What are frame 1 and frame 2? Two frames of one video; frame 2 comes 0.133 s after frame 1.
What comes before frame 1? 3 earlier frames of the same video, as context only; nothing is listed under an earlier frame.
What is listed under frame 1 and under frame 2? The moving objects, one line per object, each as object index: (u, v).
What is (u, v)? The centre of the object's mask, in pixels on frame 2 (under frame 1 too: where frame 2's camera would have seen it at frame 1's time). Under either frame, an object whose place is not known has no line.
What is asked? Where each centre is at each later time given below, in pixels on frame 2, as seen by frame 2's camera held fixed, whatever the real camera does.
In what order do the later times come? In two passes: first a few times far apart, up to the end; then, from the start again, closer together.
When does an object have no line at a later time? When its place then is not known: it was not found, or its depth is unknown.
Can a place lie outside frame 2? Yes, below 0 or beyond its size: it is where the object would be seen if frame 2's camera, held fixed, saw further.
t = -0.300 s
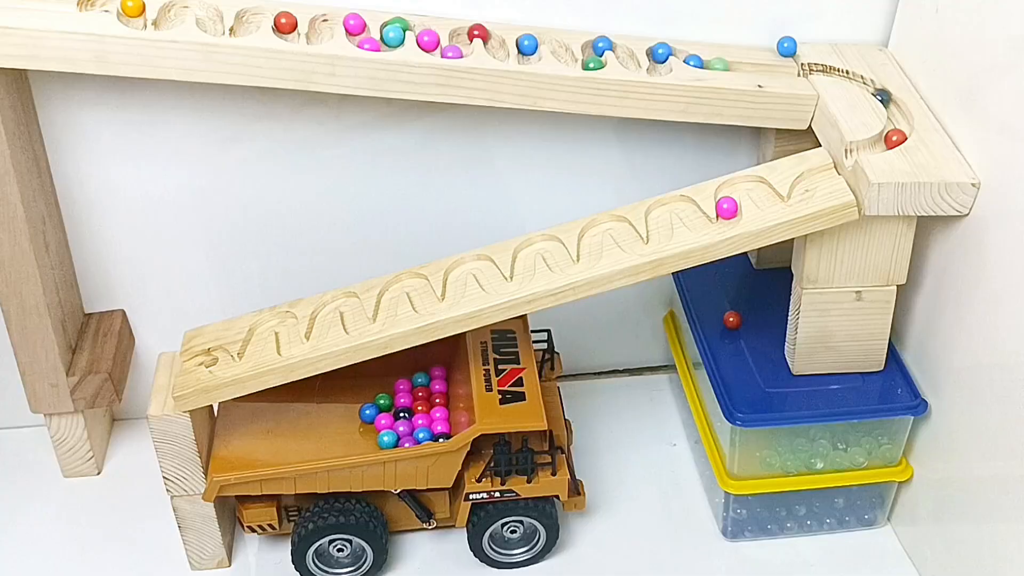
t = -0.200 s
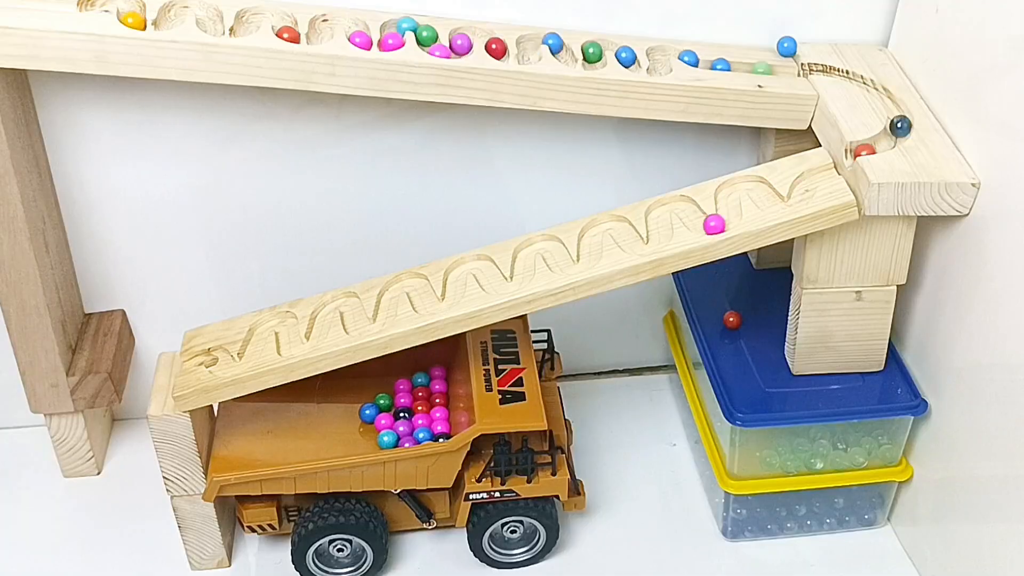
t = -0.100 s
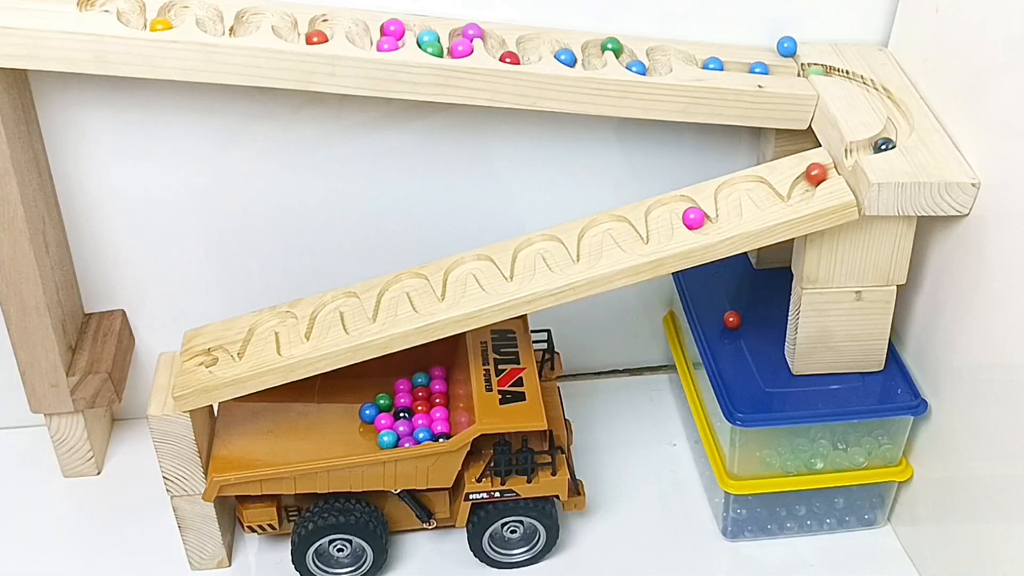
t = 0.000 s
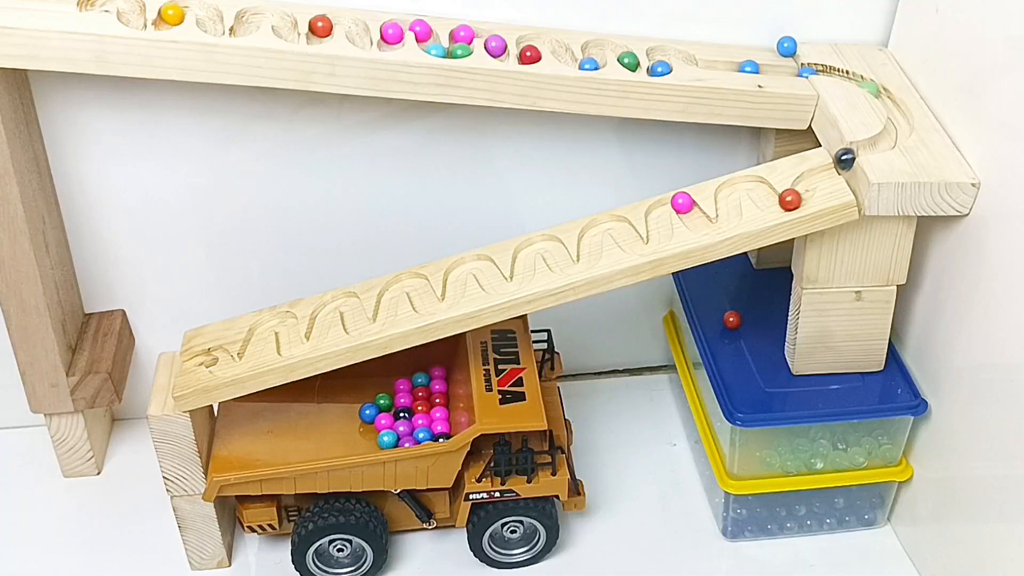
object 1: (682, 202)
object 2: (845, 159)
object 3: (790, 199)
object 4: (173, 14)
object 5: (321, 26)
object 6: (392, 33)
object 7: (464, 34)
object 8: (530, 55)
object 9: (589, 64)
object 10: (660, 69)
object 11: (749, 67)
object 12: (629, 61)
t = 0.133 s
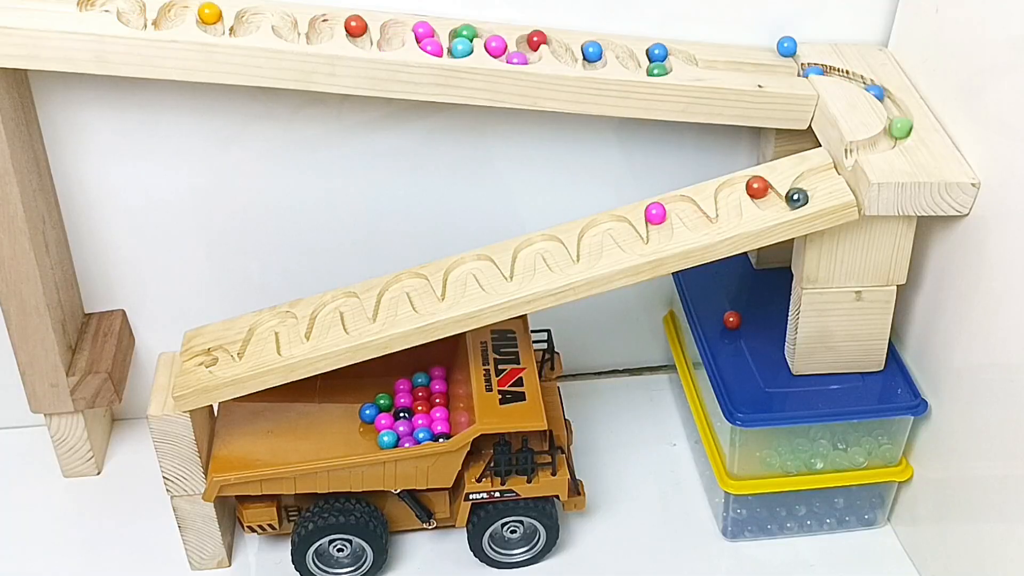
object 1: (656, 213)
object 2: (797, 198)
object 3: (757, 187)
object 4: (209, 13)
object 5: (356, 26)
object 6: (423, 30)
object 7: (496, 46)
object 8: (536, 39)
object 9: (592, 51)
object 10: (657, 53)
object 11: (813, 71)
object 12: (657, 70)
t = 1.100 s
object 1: (536, 241)
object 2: (657, 231)
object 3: (632, 243)
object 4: (359, 34)
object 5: (496, 48)
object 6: (564, 55)
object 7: (643, 69)
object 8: (689, 57)
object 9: (849, 78)
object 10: (806, 180)
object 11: (727, 206)
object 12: (857, 153)
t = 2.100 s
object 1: (395, 282)
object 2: (521, 264)
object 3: (499, 284)
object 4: (515, 59)
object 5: (646, 70)
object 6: (729, 66)
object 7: (879, 146)
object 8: (766, 199)
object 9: (713, 225)
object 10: (656, 236)
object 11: (588, 236)
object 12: (655, 210)
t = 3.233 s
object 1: (252, 338)
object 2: (359, 326)
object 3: (349, 301)
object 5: (830, 167)
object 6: (727, 203)
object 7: (657, 234)
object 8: (619, 228)
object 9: (555, 257)
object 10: (494, 284)
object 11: (445, 299)
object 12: (521, 264)
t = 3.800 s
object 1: (253, 425)
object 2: (286, 344)
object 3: (269, 319)
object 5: (726, 218)
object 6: (657, 226)
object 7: (583, 261)
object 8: (549, 246)
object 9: (481, 265)
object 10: (419, 295)
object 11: (361, 326)
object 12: (446, 299)
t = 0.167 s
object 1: (656, 219)
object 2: (784, 202)
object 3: (752, 181)
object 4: (211, 19)
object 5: (358, 31)
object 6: (427, 36)
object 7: (497, 50)
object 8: (548, 41)
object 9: (594, 48)
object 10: (664, 50)
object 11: (833, 73)
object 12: (661, 67)
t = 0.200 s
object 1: (657, 226)
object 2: (770, 201)
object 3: (743, 181)
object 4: (211, 24)
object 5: (359, 36)
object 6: (429, 42)
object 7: (501, 53)
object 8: (558, 46)
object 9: (602, 46)
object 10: (674, 50)
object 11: (852, 78)
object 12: (659, 64)
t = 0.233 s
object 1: (657, 232)
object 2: (764, 197)
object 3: (730, 184)
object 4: (213, 28)
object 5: (361, 40)
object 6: (431, 46)
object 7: (508, 57)
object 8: (562, 51)
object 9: (614, 46)
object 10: (684, 55)
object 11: (867, 86)
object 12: (657, 59)
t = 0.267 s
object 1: (656, 239)
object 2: (759, 191)
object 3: (726, 189)
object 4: (219, 30)
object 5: (367, 43)
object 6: (435, 49)
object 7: (518, 58)
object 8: (565, 56)
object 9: (623, 52)
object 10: (690, 59)
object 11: (880, 94)
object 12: (657, 54)
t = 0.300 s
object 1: (649, 243)
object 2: (755, 185)
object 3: (725, 194)
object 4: (230, 32)
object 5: (377, 45)
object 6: (444, 52)
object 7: (527, 57)
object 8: (569, 60)
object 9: (626, 57)
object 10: (697, 62)
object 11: (891, 105)
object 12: (664, 52)
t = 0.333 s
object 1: (640, 244)
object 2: (749, 180)
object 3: (726, 200)
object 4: (240, 30)
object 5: (387, 44)
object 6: (454, 52)
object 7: (530, 55)
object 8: (575, 62)
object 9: (629, 61)
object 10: (707, 63)
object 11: (898, 116)
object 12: (675, 51)
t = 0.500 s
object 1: (619, 227)
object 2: (726, 202)
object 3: (713, 223)
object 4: (259, 13)
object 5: (400, 26)
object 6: (466, 34)
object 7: (547, 40)
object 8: (592, 52)
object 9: (661, 67)
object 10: (768, 69)
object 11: (871, 148)
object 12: (722, 65)
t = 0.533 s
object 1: (614, 223)
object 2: (727, 207)
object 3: (703, 223)
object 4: (272, 14)
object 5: (412, 25)
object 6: (475, 32)
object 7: (557, 45)
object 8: (592, 49)
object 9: (659, 64)
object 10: (784, 70)
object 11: (856, 153)
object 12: (735, 66)
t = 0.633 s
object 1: (591, 228)
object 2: (717, 223)
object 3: (690, 214)
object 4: (285, 27)
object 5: (429, 41)
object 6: (495, 45)
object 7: (568, 59)
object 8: (619, 49)
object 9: (663, 52)
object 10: (838, 75)
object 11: (807, 178)
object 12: (779, 69)
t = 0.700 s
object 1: (587, 240)
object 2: (699, 223)
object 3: (684, 205)
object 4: (288, 34)
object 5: (434, 49)
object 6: (502, 55)
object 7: (586, 64)
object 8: (628, 59)
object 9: (685, 56)
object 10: (871, 89)
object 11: (795, 197)
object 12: (815, 71)
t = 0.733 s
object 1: (587, 247)
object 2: (694, 219)
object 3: (678, 201)
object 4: (293, 37)
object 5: (442, 51)
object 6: (510, 58)
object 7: (593, 62)
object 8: (630, 63)
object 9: (691, 59)
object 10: (884, 97)
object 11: (785, 202)
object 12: (835, 74)
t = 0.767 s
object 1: (587, 252)
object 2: (691, 214)
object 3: (671, 201)
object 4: (303, 39)
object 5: (452, 52)
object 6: (520, 59)
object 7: (595, 60)
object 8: (635, 66)
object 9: (698, 62)
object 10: (893, 108)
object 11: (773, 201)
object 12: (852, 79)
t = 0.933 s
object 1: (557, 260)
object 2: (659, 204)
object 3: (657, 226)
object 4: (323, 24)
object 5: (462, 35)
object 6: (529, 42)
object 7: (615, 46)
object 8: (657, 62)
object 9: (759, 68)
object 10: (882, 146)
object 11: (741, 181)
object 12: (900, 126)
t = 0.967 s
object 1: (555, 256)
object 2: (655, 210)
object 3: (658, 232)
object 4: (329, 20)
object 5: (470, 33)
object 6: (536, 39)
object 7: (624, 53)
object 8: (657, 57)
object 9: (774, 69)
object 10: (869, 149)
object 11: (729, 182)
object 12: (899, 134)
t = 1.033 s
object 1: (549, 245)
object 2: (656, 221)
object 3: (650, 242)
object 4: (353, 23)
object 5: (492, 39)
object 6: (556, 43)
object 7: (630, 62)
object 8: (667, 51)
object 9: (808, 72)
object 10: (842, 160)
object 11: (725, 193)
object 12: (883, 145)
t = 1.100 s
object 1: (536, 241)
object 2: (657, 231)
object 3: (632, 243)
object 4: (359, 34)
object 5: (496, 48)
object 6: (564, 55)
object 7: (643, 69)
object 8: (689, 57)
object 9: (849, 78)
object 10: (806, 180)
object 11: (727, 206)
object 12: (857, 153)
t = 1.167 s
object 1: (523, 251)
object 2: (651, 242)
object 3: (623, 234)
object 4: (363, 42)
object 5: (502, 54)
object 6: (574, 62)
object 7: (659, 68)
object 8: (703, 63)
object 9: (879, 94)
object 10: (791, 200)
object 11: (727, 218)
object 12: (826, 168)
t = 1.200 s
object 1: (522, 256)
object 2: (642, 245)
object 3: (620, 229)
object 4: (372, 45)
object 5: (509, 57)
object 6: (585, 64)
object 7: (661, 65)
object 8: (712, 64)
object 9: (890, 104)
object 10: (777, 201)
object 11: (722, 222)
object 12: (807, 178)
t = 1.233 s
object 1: (521, 262)
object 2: (633, 244)
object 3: (616, 224)
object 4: (383, 46)
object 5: (518, 58)
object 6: (593, 63)
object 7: (660, 59)
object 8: (724, 65)
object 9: (897, 114)
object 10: (765, 198)
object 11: (712, 225)
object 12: (800, 188)
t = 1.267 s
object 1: (520, 268)
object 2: (629, 241)
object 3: (610, 220)
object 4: (390, 44)
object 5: (526, 58)
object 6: (595, 60)
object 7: (657, 55)
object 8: (736, 66)
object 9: (900, 124)
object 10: (761, 193)
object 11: (703, 224)
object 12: (797, 198)
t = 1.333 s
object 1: (515, 280)
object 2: (623, 234)
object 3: (593, 226)
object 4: (393, 36)
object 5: (528, 53)
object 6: (593, 52)
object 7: (668, 49)
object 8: (764, 68)
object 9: (894, 139)
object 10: (753, 180)
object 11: (692, 216)
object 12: (772, 202)
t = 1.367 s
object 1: (507, 284)
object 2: (620, 229)
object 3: (588, 232)
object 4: (392, 31)
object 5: (527, 48)
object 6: (593, 49)
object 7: (679, 52)
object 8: (779, 70)
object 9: (886, 144)
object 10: (742, 180)
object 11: (688, 211)
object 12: (764, 198)
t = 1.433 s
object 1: (491, 282)
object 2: (611, 221)
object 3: (587, 244)
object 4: (408, 26)
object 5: (532, 40)
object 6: (607, 44)
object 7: (693, 60)
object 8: (814, 72)
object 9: (861, 152)
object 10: (726, 190)
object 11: (681, 201)
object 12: (756, 187)
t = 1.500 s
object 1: (484, 271)
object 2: (594, 225)
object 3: (586, 256)
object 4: (426, 35)
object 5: (554, 43)
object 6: (623, 52)
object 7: (711, 64)
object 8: (851, 78)
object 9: (831, 167)
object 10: (727, 204)
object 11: (661, 203)
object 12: (744, 182)
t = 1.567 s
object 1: (476, 260)
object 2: (588, 237)
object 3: (572, 264)
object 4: (430, 45)
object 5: (563, 53)
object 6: (630, 62)
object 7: (733, 66)
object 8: (879, 93)
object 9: (802, 186)
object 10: (727, 218)
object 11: (655, 216)
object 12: (726, 190)
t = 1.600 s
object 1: (467, 261)
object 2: (587, 244)
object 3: (564, 264)
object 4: (433, 49)
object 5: (567, 57)
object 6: (633, 65)
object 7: (746, 66)
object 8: (889, 104)
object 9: (799, 196)
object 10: (720, 222)
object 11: (657, 222)
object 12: (725, 195)
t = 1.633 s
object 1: (458, 265)
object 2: (587, 250)
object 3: (558, 261)
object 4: (440, 51)
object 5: (570, 60)
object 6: (640, 68)
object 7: (760, 68)
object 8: (896, 114)
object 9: (787, 202)
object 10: (709, 224)
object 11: (658, 228)
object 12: (726, 201)
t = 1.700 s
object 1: (453, 279)
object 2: (581, 261)
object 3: (552, 251)
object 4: (459, 51)
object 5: (589, 64)
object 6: (657, 69)
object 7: (792, 71)
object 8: (899, 132)
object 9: (765, 198)
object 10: (696, 220)
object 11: (654, 239)
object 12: (727, 212)
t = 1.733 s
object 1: (453, 285)
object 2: (570, 265)
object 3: (549, 246)
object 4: (461, 49)
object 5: (594, 62)
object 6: (661, 66)
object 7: (808, 71)
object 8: (895, 139)
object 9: (760, 192)
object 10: (692, 215)
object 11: (650, 242)
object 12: (726, 218)
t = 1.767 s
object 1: (451, 292)
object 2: (563, 264)
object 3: (543, 241)
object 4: (460, 45)
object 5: (595, 59)
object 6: (659, 64)
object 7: (828, 72)
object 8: (887, 144)
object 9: (756, 186)
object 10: (687, 210)
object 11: (642, 244)
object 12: (720, 223)
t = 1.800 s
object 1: (447, 298)
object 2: (558, 261)
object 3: (536, 241)
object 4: (460, 40)
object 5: (593, 55)
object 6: (658, 59)
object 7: (846, 77)
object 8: (876, 148)
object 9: (750, 181)
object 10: (684, 205)
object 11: (634, 244)
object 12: (710, 225)
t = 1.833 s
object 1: (439, 303)
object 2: (554, 257)
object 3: (527, 245)
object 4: (463, 36)
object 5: (591, 50)
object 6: (657, 55)
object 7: (862, 83)
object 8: (863, 150)
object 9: (740, 182)
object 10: (678, 200)
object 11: (630, 241)
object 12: (701, 224)
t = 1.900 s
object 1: (423, 302)
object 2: (549, 246)
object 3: (522, 256)
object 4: (485, 35)
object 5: (606, 44)
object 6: (671, 51)
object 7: (887, 100)
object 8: (834, 166)
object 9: (725, 191)
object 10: (660, 206)
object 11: (622, 232)
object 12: (692, 216)
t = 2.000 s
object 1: (416, 286)
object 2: (527, 245)
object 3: (520, 272)
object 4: (498, 50)
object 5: (628, 59)
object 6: (697, 61)
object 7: (900, 130)
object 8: (800, 194)
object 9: (727, 209)
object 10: (657, 220)
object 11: (606, 221)
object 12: (680, 201)
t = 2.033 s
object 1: (412, 280)
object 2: (522, 251)
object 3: (516, 278)
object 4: (500, 54)
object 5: (631, 63)
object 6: (706, 64)
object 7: (897, 137)
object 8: (790, 200)
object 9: (727, 215)
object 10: (657, 226)
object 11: (596, 224)
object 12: (672, 200)
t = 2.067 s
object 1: (404, 278)
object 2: (522, 257)
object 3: (508, 283)
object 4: (506, 57)
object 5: (636, 67)
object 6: (717, 64)
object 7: (889, 142)
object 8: (777, 202)
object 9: (723, 222)
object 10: (657, 230)
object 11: (590, 230)
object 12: (662, 203)
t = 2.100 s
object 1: (395, 282)
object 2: (521, 264)
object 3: (499, 284)
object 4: (515, 59)
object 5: (646, 70)
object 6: (729, 66)
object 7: (879, 146)
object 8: (766, 199)
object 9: (713, 225)
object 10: (656, 236)
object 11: (588, 236)
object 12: (655, 210)
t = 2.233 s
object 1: (384, 307)
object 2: (503, 284)
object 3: (482, 267)
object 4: (528, 50)
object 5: (657, 60)
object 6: (787, 70)
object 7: (819, 171)
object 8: (746, 181)
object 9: (689, 213)
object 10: (631, 242)
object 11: (581, 261)
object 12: (657, 236)
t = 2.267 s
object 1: (382, 314)
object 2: (493, 284)
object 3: (477, 261)
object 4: (527, 46)
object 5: (656, 55)
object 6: (804, 71)
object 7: (805, 180)
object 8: (735, 183)
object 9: (685, 208)
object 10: (627, 239)
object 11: (570, 265)
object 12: (652, 241)
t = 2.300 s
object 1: (377, 320)
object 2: (490, 279)
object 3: (469, 260)
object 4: (529, 42)
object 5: (661, 52)
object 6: (825, 72)
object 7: (800, 190)
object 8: (728, 187)
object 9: (681, 202)
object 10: (623, 234)
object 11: (562, 264)
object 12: (642, 245)
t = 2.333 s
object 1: (369, 325)
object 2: (486, 275)
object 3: (459, 264)
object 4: (538, 40)
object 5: (671, 50)
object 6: (845, 77)
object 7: (794, 199)
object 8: (725, 193)
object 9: (674, 200)
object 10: (620, 229)
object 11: (558, 260)
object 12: (634, 244)
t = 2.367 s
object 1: (360, 326)
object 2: (483, 269)
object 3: (453, 270)
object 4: (551, 42)
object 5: (683, 54)
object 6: (861, 83)
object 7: (781, 202)
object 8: (726, 198)
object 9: (664, 202)
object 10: (616, 224)
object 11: (554, 255)
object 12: (629, 241)
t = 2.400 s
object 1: (354, 323)
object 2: (479, 264)
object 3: (453, 276)
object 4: (558, 47)
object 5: (690, 58)
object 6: (876, 92)
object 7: (769, 201)
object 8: (727, 203)
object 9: (656, 208)
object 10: (609, 221)
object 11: (552, 250)
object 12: (626, 237)
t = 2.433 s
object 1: (352, 318)
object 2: (473, 259)
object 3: (453, 283)
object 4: (562, 52)
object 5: (695, 61)
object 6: (888, 101)
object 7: (762, 195)
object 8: (727, 208)
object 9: (656, 215)
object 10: (600, 223)
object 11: (548, 245)
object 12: (623, 234)
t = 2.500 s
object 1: (350, 306)
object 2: (455, 268)
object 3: (449, 296)
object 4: (570, 60)
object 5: (712, 64)
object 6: (900, 122)
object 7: (753, 182)
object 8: (723, 220)
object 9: (657, 228)
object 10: (588, 233)
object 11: (535, 241)
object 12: (616, 225)
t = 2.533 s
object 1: (348, 300)
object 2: (453, 275)
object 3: (442, 301)
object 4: (575, 63)
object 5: (722, 65)
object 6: (900, 130)
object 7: (745, 180)
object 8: (715, 223)
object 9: (657, 235)
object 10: (588, 239)
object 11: (527, 244)
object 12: (610, 221)
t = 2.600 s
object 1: (333, 299)
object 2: (452, 287)
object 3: (424, 303)
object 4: (593, 64)
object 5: (744, 67)
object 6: (888, 143)
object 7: (726, 187)
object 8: (699, 223)
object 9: (645, 244)
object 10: (588, 251)
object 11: (522, 256)
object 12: (594, 226)
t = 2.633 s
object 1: (325, 305)
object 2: (450, 293)
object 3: (421, 299)
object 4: (596, 61)
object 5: (758, 68)
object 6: (878, 147)
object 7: (725, 195)
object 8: (695, 219)
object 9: (636, 245)
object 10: (586, 257)
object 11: (521, 262)
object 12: (588, 232)
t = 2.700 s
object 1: (318, 320)
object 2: (436, 303)
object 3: (416, 288)
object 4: (592, 51)
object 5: (787, 70)
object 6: (850, 156)
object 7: (727, 207)
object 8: (687, 210)
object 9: (627, 238)
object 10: (571, 265)
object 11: (519, 274)
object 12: (587, 244)
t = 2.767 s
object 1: (313, 334)
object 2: (421, 301)
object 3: (408, 278)
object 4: (604, 46)
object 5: (820, 72)
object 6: (816, 174)
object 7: (724, 220)
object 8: (679, 201)
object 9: (620, 229)
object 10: (558, 261)
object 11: (505, 284)
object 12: (586, 257)
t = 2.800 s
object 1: (308, 341)
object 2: (420, 296)
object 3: (398, 280)
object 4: (617, 48)
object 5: (839, 75)
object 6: (803, 185)
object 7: (715, 224)
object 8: (671, 200)
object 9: (616, 224)
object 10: (555, 256)
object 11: (496, 284)
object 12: (581, 262)
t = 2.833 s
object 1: (299, 345)
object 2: (418, 291)
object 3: (390, 285)
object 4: (625, 54)
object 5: (855, 80)
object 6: (796, 196)
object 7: (706, 224)
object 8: (662, 204)
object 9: (610, 220)
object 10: (552, 251)
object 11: (491, 281)
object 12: (573, 265)
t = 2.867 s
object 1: (289, 347)
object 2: (416, 286)
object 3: (387, 292)
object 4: (628, 59)
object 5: (870, 88)
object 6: (786, 201)
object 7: (698, 222)
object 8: (655, 210)
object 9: (602, 222)
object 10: (549, 245)
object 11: (487, 276)
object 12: (565, 265)
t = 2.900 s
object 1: (287, 343)
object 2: (412, 281)
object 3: (386, 298)
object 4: (631, 63)
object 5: (883, 96)
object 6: (772, 201)
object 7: (694, 218)
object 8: (656, 216)
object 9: (594, 226)
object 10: (544, 241)
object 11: (484, 270)
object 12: (559, 262)
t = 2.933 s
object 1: (286, 338)
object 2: (406, 278)
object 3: (384, 305)
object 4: (637, 67)
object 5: (892, 107)
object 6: (763, 195)
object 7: (690, 213)
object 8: (656, 222)
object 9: (589, 232)
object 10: (535, 241)
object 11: (480, 264)
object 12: (555, 258)
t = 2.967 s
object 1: (286, 333)
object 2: (396, 281)
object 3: (382, 312)
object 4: (646, 70)
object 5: (898, 117)
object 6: (760, 191)
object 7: (686, 208)
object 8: (657, 228)
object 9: (588, 238)
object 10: (526, 245)
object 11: (475, 259)
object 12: (553, 253)
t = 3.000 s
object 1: (285, 327)
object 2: (389, 287)
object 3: (379, 318)
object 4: (656, 70)
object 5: (900, 126)
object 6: (758, 185)
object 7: (682, 203)
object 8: (657, 234)
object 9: (587, 244)
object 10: (522, 251)
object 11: (466, 262)
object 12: (550, 248)
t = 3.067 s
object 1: (282, 317)
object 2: (385, 300)
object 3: (362, 325)
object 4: (661, 66)
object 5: (893, 140)
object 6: (746, 181)
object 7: (667, 201)
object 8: (645, 244)
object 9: (586, 256)
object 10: (521, 264)
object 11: (454, 271)
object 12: (539, 240)
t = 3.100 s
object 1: (274, 318)
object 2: (383, 307)
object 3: (355, 324)
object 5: (884, 145)
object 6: (736, 182)
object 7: (658, 206)
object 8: (636, 245)
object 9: (582, 261)
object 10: (521, 270)
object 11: (453, 276)
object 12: (532, 243)
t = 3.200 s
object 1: (256, 332)
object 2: (369, 325)
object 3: (350, 308)
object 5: (846, 158)
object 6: (726, 197)
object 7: (657, 227)
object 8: (623, 234)
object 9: (559, 262)
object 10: (502, 284)
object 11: (450, 293)
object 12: (521, 259)
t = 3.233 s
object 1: (252, 338)
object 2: (359, 326)
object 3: (349, 301)
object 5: (830, 167)
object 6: (727, 203)
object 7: (657, 234)
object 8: (619, 228)
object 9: (555, 257)
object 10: (494, 284)
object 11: (445, 299)
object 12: (521, 264)
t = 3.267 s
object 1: (249, 344)
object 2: (353, 324)
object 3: (345, 296)
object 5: (809, 175)
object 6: (727, 208)
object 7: (654, 240)
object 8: (614, 223)
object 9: (552, 252)
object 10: (489, 279)
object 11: (437, 303)
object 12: (520, 270)
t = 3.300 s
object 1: (246, 351)
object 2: (352, 319)
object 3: (335, 298)
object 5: (801, 186)
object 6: (727, 213)
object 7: (645, 244)
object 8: (606, 220)
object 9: (549, 246)
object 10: (486, 274)
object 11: (428, 304)
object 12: (518, 275)
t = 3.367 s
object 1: (233, 364)
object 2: (350, 307)
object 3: (321, 310)
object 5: (788, 200)
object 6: (718, 224)
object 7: (631, 242)
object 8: (590, 230)
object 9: (536, 241)
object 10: (478, 262)
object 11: (420, 296)
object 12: (504, 284)
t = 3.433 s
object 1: (221, 364)
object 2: (344, 297)
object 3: (317, 323)
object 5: (766, 199)
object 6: (701, 224)
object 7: (624, 234)
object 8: (587, 240)
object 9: (523, 251)
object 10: (460, 263)
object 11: (415, 285)
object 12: (490, 281)
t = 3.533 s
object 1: (208, 355)
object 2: (321, 310)
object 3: (304, 342)
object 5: (754, 183)
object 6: (689, 212)
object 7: (612, 221)
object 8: (586, 255)
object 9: (521, 268)
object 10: (453, 280)
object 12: (480, 265)
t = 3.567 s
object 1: (204, 360)
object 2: (319, 316)
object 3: (294, 346)
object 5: (746, 180)
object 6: (685, 207)
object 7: (605, 221)
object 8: (582, 260)
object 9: (519, 274)
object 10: (452, 286)
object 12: (475, 260)
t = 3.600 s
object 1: (207, 362)
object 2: (318, 322)
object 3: (287, 345)
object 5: (736, 181)
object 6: (682, 203)
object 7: (596, 224)
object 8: (575, 263)
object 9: (515, 280)
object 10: (451, 291)
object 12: (464, 261)
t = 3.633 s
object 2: (315, 329)
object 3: (286, 340)
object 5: (727, 187)
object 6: (675, 200)
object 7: (590, 229)
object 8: (565, 265)
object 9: (506, 284)
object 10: (447, 297)
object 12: (456, 268)
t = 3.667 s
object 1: (222, 409)
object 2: (312, 335)
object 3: (286, 334)
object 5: (725, 192)
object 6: (666, 202)
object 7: (589, 235)
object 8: (560, 263)
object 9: (497, 284)
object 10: (439, 302)
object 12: (453, 274)
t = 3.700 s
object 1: (230, 428)
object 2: (307, 341)
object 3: (285, 327)
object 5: (726, 198)
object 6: (657, 207)
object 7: (587, 242)
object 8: (557, 260)
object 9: (491, 282)
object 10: (431, 304)
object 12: (452, 281)
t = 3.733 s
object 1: (236, 420)
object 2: (298, 345)
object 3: (285, 321)
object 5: (726, 205)
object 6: (655, 213)
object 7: (587, 248)
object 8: (554, 256)
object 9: (487, 277)
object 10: (424, 303)
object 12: (452, 287)
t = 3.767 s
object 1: (245, 425)
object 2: (289, 347)
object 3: (279, 317)
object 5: (727, 211)
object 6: (656, 220)
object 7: (587, 254)
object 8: (551, 251)
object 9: (484, 271)
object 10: (421, 299)
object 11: (371, 324)
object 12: (451, 293)
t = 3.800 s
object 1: (253, 425)
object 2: (286, 344)
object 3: (269, 319)
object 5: (726, 218)
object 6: (657, 226)
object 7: (583, 261)
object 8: (549, 246)
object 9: (481, 265)
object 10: (419, 295)
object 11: (361, 326)
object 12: (446, 299)
